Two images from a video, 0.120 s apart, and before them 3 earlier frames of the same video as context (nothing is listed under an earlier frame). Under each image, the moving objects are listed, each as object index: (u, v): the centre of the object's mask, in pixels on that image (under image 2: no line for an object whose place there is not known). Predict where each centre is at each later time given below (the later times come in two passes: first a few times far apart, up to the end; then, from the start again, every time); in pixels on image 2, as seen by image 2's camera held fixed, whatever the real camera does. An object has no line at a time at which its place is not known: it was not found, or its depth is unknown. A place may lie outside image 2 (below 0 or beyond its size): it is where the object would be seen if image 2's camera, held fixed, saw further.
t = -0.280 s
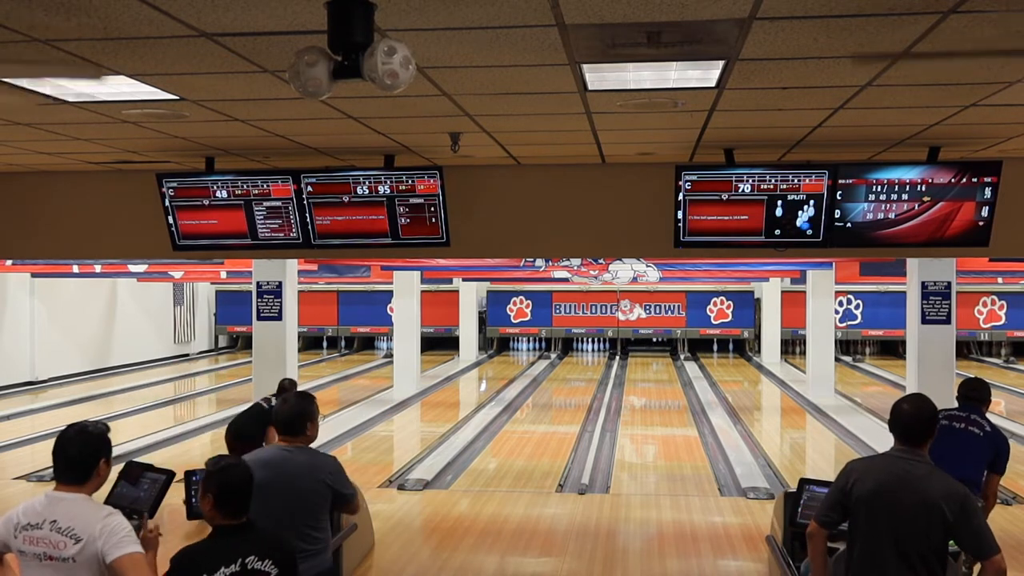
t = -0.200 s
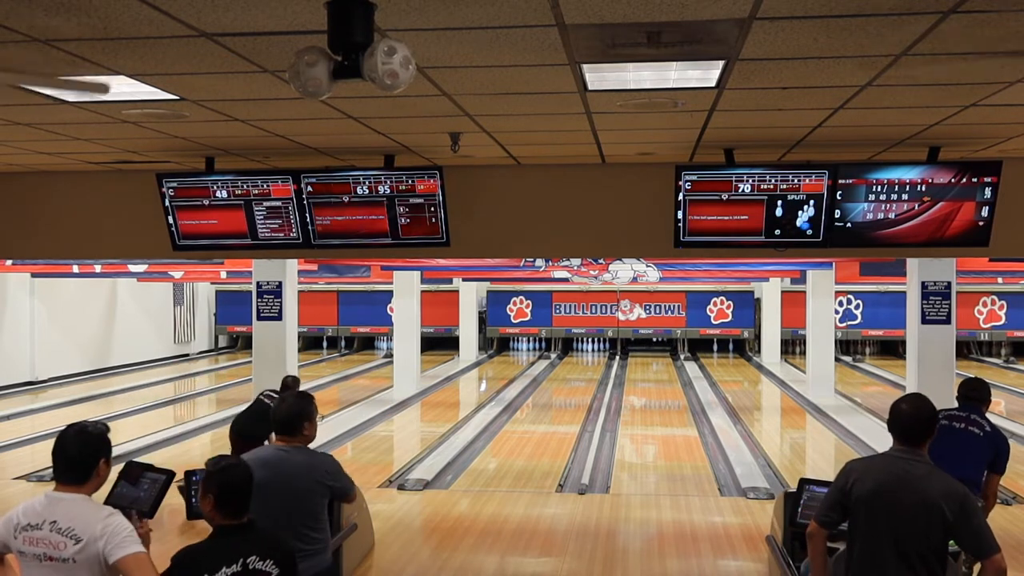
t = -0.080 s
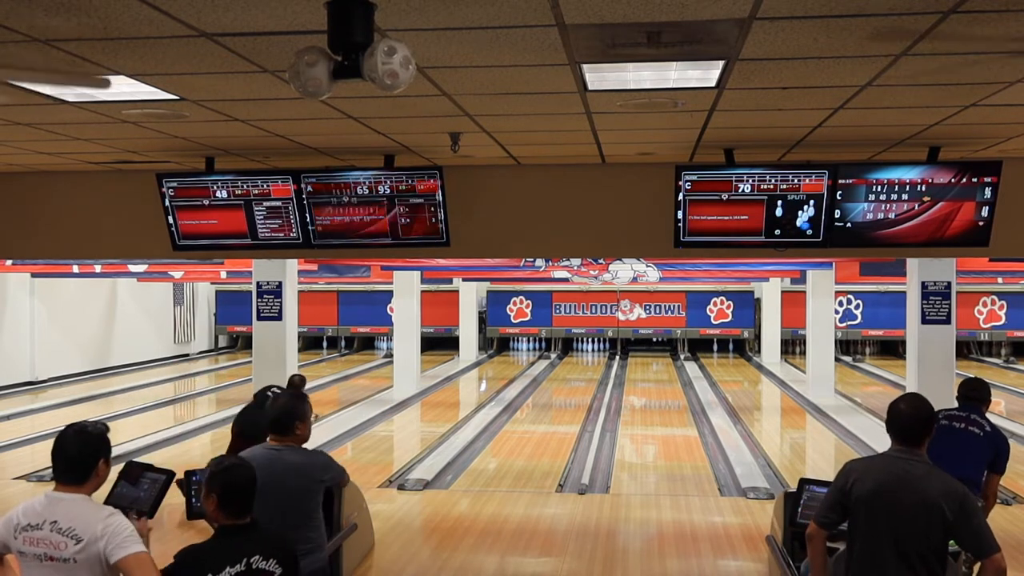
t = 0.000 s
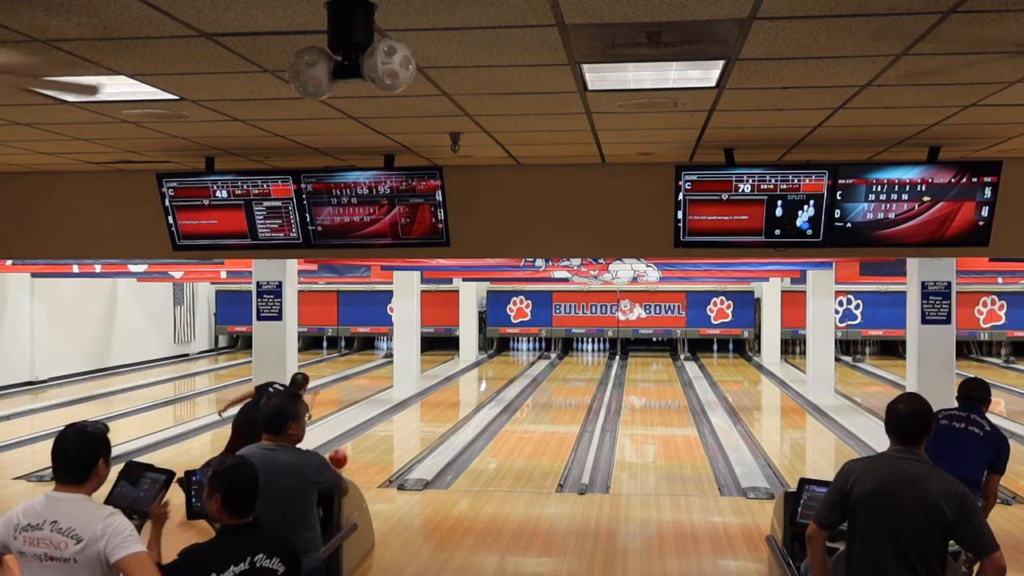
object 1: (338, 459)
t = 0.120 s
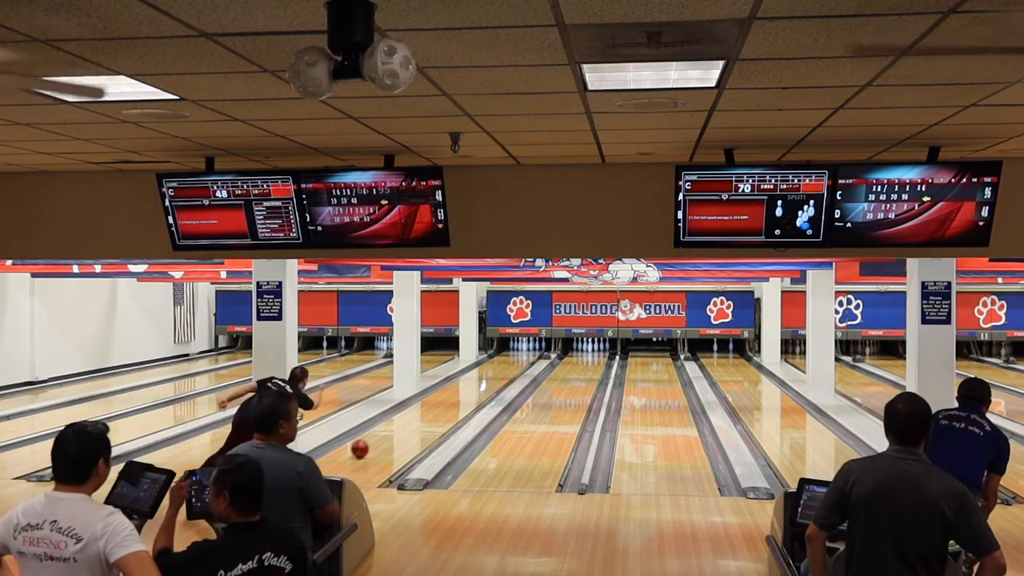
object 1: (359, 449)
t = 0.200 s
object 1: (373, 442)
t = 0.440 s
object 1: (408, 425)
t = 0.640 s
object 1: (428, 413)
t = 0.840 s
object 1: (447, 402)
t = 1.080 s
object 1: (465, 392)
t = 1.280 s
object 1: (479, 384)
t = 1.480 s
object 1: (490, 378)
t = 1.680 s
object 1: (499, 372)
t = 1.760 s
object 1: (502, 370)
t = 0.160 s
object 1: (366, 446)
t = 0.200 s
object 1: (373, 442)
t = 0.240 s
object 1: (379, 439)
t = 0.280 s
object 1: (385, 436)
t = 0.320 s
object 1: (390, 433)
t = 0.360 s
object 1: (396, 430)
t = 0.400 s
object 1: (401, 427)
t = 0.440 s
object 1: (408, 425)
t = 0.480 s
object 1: (411, 422)
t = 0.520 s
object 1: (416, 420)
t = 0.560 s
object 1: (420, 417)
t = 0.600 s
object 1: (424, 415)
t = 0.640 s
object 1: (428, 413)
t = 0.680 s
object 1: (432, 410)
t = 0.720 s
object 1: (436, 408)
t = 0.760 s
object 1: (440, 406)
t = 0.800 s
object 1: (444, 405)
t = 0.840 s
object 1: (447, 402)
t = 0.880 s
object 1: (450, 400)
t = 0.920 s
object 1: (454, 398)
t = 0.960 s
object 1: (457, 397)
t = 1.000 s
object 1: (460, 395)
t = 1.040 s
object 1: (462, 393)
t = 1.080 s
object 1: (465, 392)
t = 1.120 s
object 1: (468, 390)
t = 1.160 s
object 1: (471, 388)
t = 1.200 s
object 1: (474, 387)
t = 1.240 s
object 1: (477, 385)
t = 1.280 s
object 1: (479, 384)
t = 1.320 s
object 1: (481, 383)
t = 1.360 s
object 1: (483, 381)
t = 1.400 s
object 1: (485, 380)
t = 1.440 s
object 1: (487, 379)
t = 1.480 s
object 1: (490, 378)
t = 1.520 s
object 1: (491, 377)
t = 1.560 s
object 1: (493, 375)
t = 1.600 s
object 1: (495, 374)
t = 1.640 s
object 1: (497, 373)
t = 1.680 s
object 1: (499, 372)
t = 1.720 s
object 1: (501, 371)
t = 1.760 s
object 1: (502, 370)
